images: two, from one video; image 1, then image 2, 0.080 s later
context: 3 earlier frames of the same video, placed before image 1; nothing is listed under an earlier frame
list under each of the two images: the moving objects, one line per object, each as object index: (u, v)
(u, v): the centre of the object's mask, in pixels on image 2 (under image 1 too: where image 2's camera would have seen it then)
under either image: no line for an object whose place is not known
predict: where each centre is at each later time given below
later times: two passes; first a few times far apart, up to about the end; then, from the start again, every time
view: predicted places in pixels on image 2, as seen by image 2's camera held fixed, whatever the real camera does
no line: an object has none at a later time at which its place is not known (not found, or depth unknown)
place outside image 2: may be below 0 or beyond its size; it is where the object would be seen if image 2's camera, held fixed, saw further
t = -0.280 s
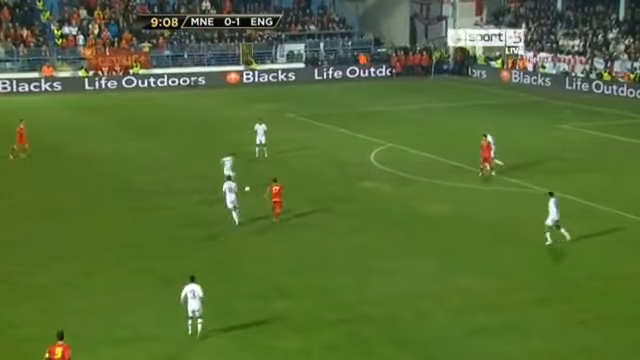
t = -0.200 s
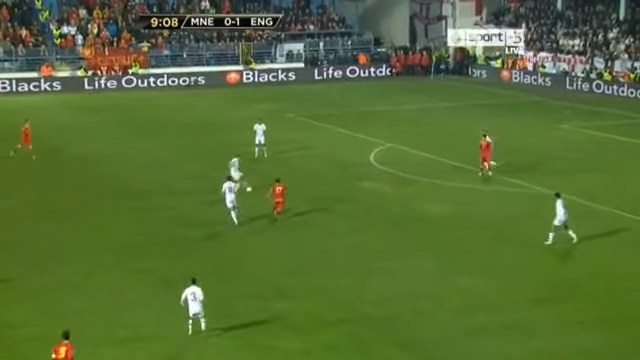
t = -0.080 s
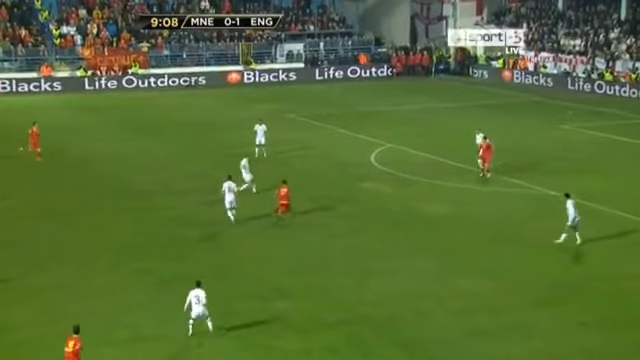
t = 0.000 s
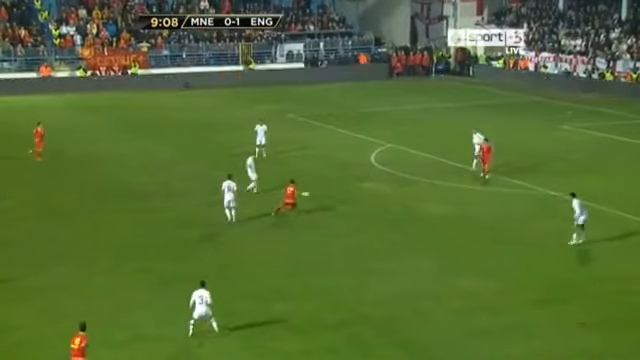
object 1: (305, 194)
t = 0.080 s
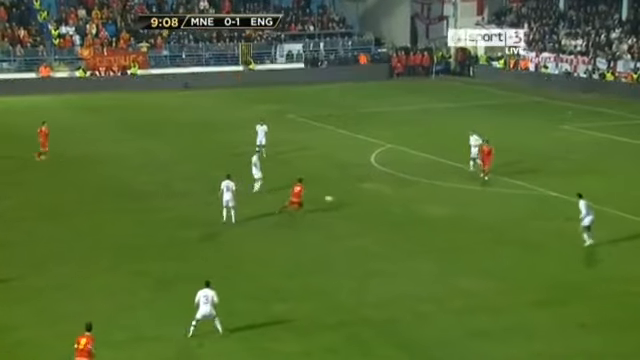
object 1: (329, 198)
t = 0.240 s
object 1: (376, 209)
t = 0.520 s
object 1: (458, 222)
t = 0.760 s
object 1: (528, 233)
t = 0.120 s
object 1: (342, 201)
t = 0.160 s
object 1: (352, 203)
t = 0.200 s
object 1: (364, 206)
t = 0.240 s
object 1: (376, 209)
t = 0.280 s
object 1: (388, 213)
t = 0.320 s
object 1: (399, 214)
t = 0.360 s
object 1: (410, 215)
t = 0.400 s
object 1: (423, 217)
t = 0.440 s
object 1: (434, 218)
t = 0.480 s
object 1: (447, 221)
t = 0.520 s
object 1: (458, 222)
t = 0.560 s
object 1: (470, 226)
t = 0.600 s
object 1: (482, 229)
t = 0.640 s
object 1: (493, 229)
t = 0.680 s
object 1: (504, 230)
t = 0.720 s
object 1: (516, 232)
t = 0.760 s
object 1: (528, 233)
